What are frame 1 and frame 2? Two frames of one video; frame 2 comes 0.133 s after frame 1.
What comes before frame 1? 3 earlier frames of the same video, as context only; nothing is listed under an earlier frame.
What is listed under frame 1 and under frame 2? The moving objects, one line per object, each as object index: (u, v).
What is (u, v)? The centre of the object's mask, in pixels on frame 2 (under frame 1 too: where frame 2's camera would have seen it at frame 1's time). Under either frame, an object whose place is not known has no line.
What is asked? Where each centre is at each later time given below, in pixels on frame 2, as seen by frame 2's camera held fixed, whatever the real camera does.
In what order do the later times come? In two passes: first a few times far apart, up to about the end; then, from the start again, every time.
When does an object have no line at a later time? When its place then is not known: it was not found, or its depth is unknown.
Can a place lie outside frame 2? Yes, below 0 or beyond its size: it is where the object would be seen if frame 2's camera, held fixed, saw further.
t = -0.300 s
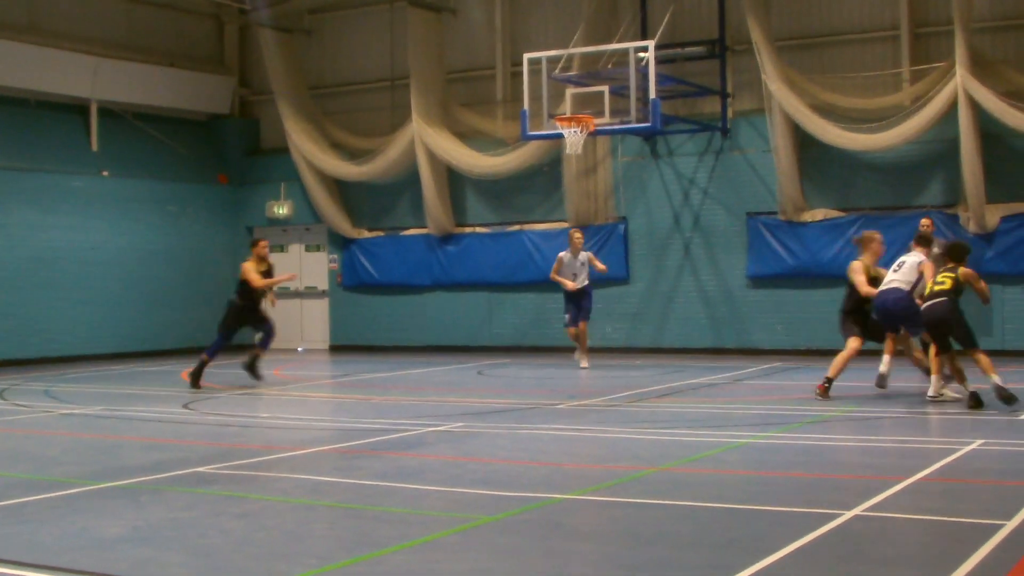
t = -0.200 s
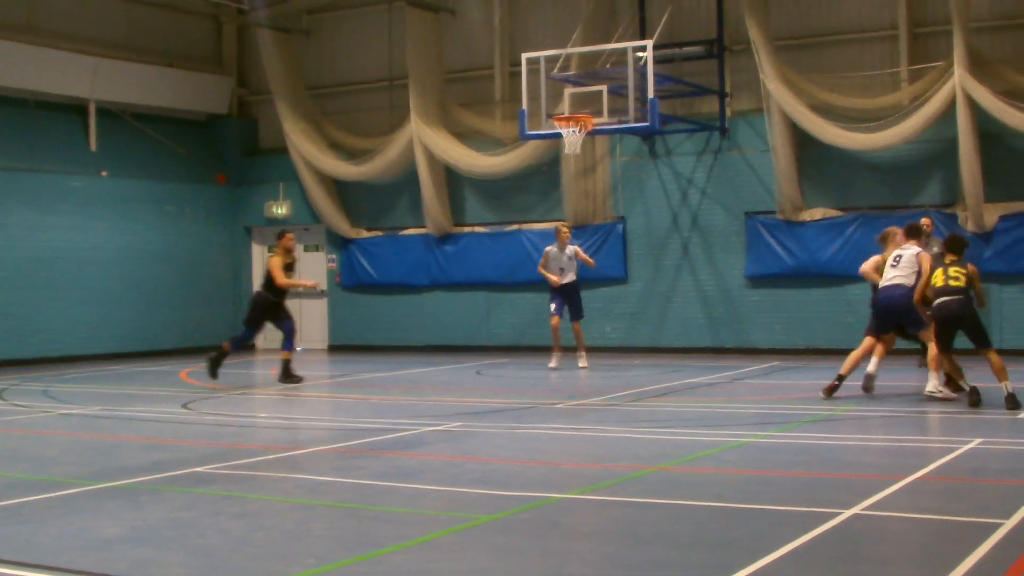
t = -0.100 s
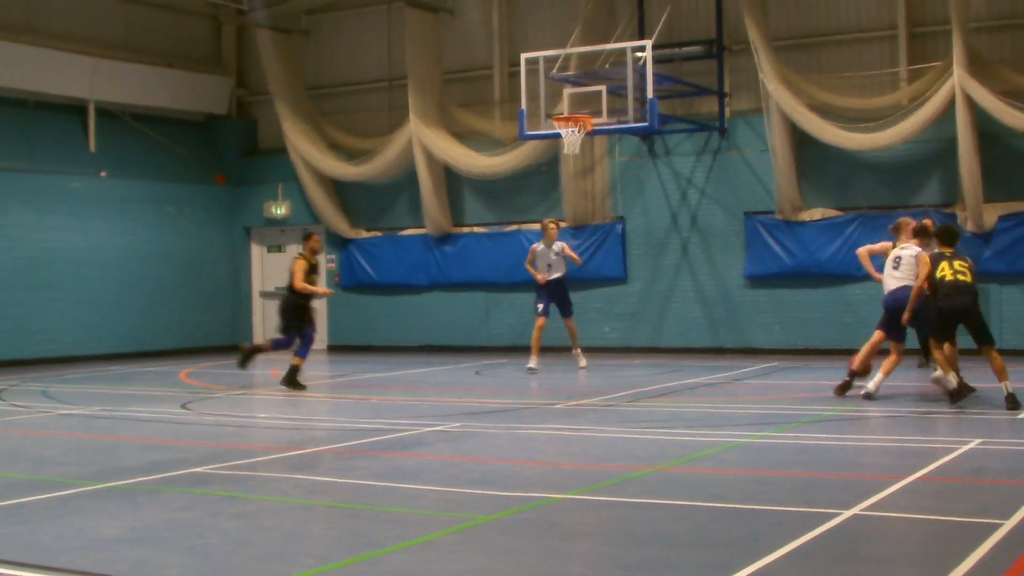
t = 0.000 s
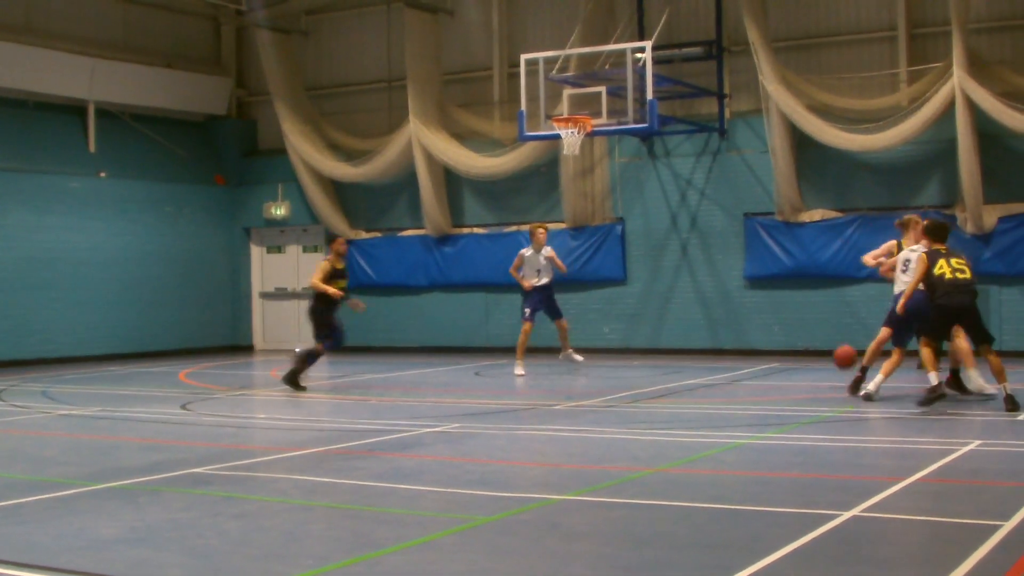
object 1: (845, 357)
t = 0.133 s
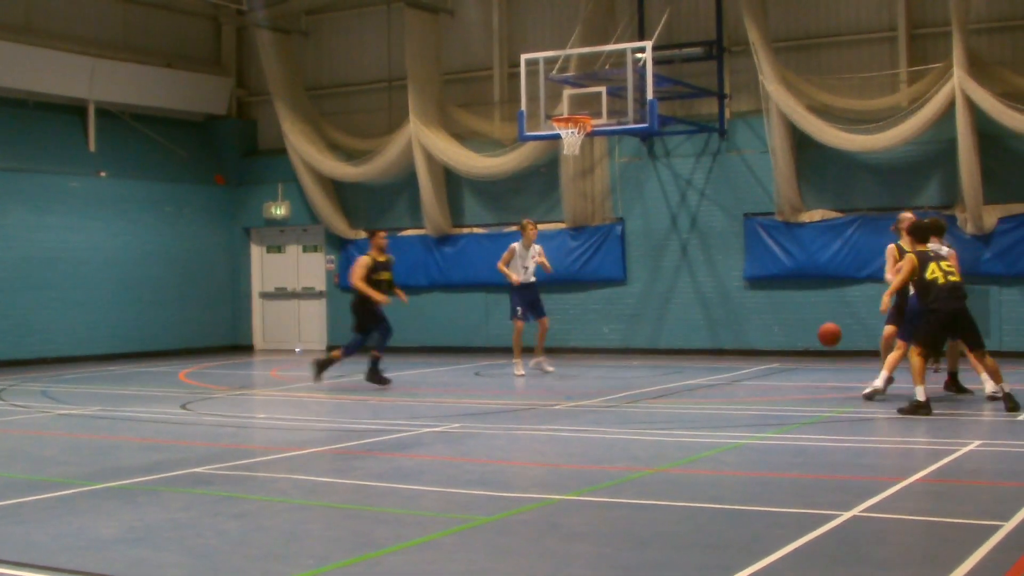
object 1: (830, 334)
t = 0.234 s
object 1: (818, 329)
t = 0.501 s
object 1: (789, 360)
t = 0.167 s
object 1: (825, 331)
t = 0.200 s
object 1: (821, 330)
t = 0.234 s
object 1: (818, 329)
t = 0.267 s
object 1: (814, 329)
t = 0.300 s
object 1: (810, 331)
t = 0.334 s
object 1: (807, 333)
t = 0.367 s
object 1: (803, 336)
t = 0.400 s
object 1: (799, 341)
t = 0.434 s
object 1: (796, 346)
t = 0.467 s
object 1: (792, 352)
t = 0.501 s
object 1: (789, 360)
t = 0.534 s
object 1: (785, 369)
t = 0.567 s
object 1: (781, 370)
